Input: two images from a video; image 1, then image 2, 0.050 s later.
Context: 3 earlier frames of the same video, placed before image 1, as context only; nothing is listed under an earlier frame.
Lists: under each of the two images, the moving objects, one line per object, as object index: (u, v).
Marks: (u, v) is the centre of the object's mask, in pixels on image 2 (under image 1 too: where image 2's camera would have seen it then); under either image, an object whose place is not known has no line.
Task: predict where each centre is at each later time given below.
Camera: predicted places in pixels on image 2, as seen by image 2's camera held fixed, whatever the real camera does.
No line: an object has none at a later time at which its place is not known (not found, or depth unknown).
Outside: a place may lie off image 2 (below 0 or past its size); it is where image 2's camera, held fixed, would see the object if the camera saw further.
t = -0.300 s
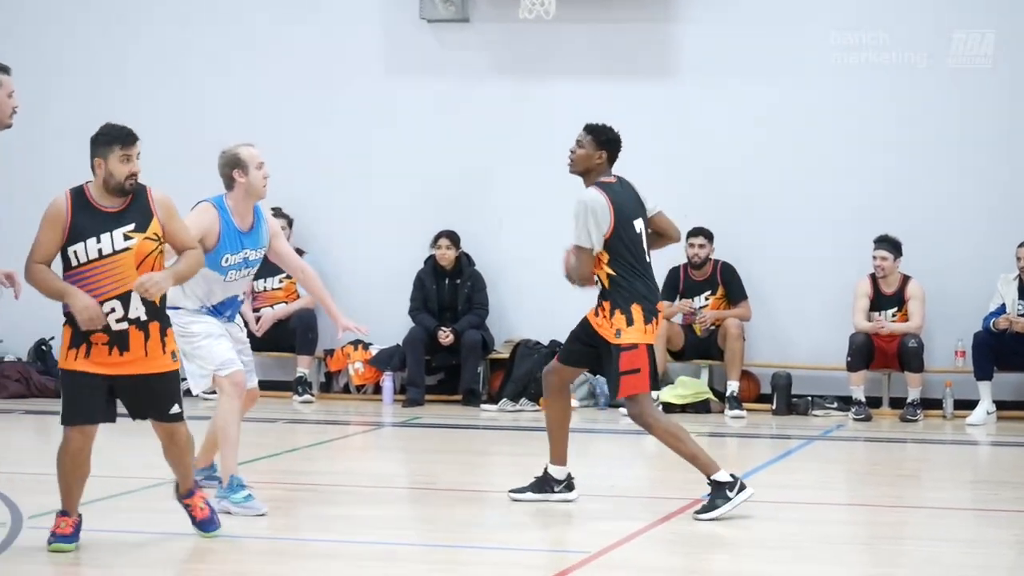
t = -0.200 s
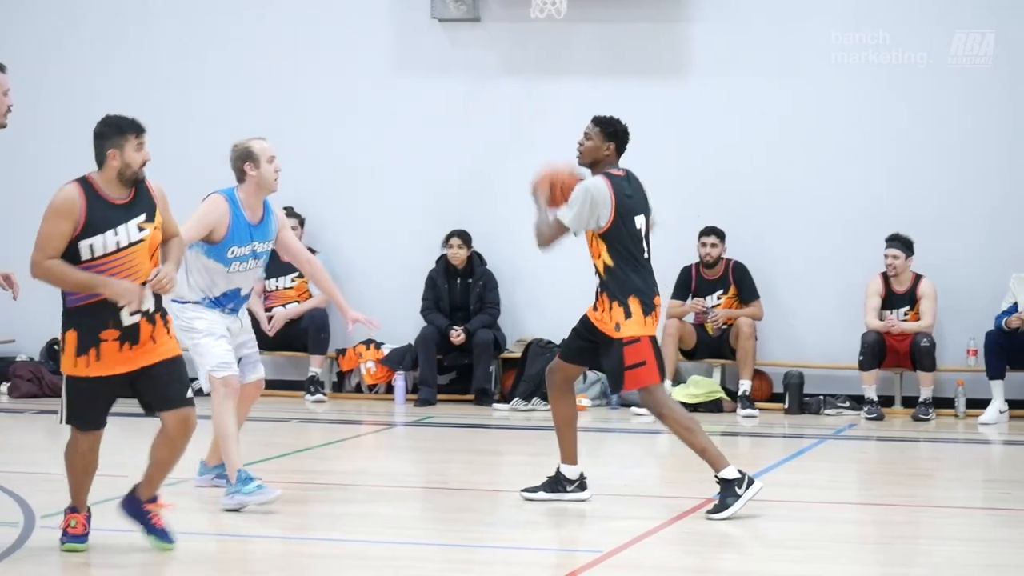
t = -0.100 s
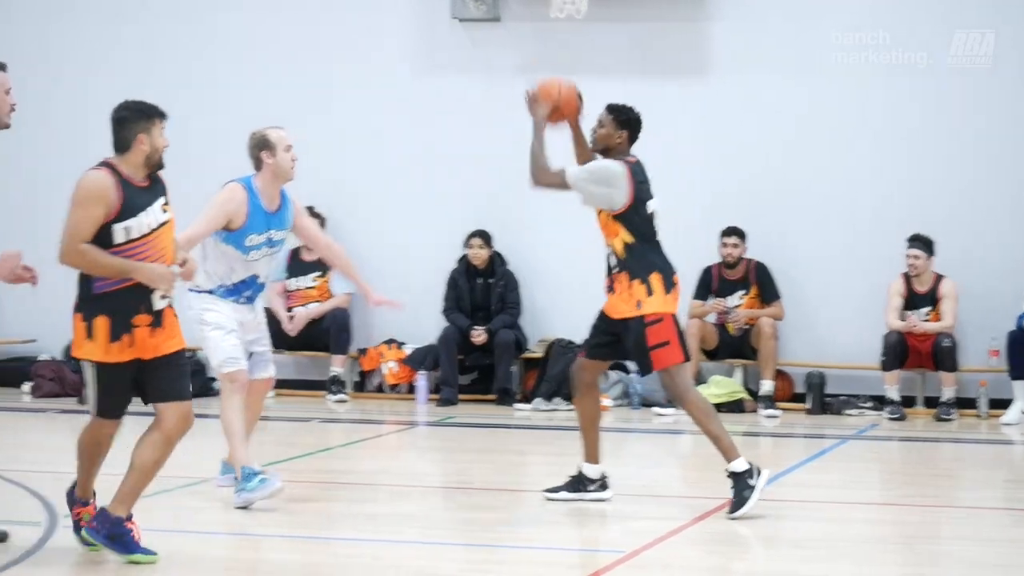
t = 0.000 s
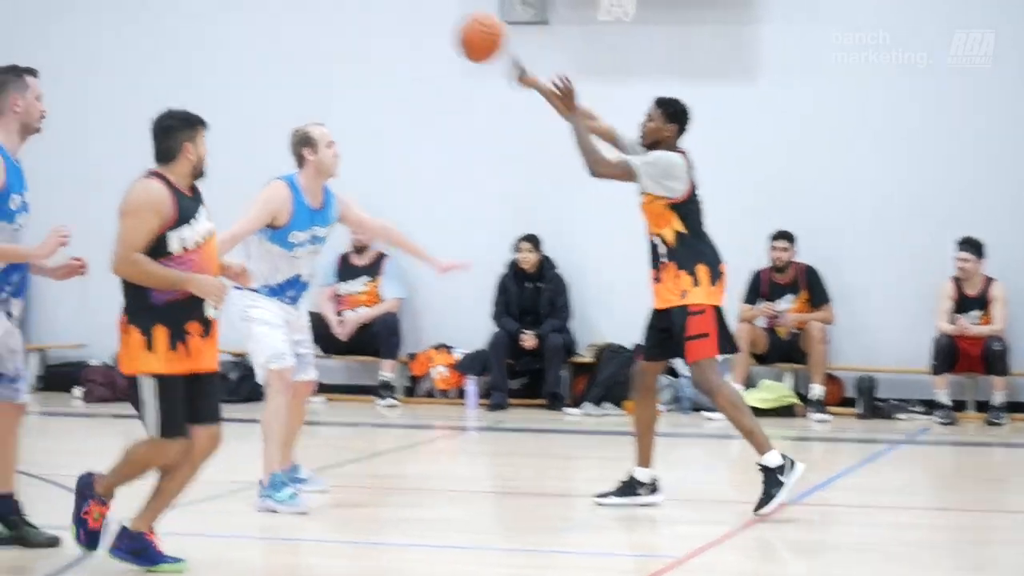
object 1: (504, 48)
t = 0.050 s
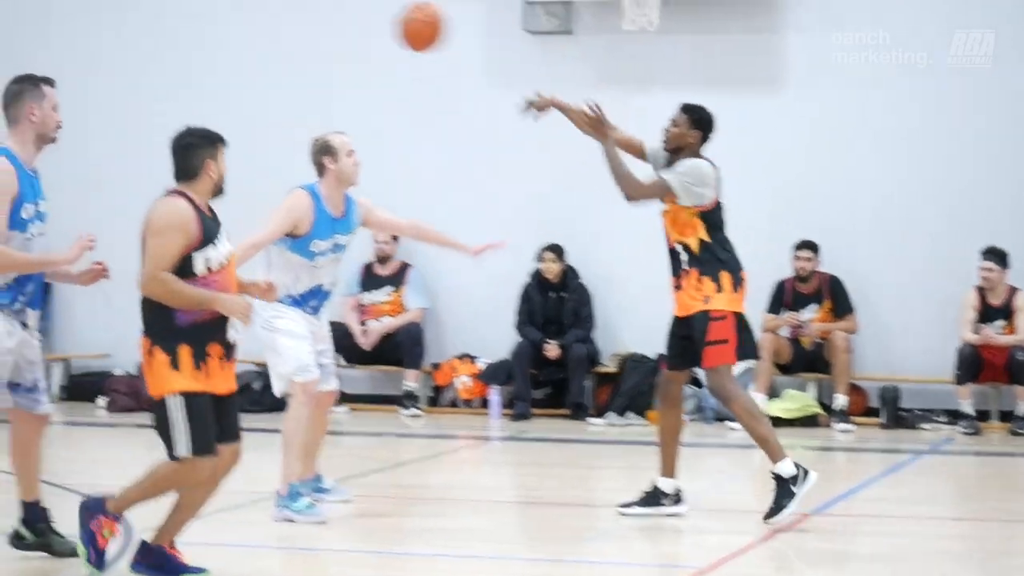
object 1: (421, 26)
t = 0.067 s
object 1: (394, 20)
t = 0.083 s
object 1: (365, 15)
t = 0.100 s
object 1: (337, 10)
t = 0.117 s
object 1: (307, 5)
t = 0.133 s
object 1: (278, 1)
